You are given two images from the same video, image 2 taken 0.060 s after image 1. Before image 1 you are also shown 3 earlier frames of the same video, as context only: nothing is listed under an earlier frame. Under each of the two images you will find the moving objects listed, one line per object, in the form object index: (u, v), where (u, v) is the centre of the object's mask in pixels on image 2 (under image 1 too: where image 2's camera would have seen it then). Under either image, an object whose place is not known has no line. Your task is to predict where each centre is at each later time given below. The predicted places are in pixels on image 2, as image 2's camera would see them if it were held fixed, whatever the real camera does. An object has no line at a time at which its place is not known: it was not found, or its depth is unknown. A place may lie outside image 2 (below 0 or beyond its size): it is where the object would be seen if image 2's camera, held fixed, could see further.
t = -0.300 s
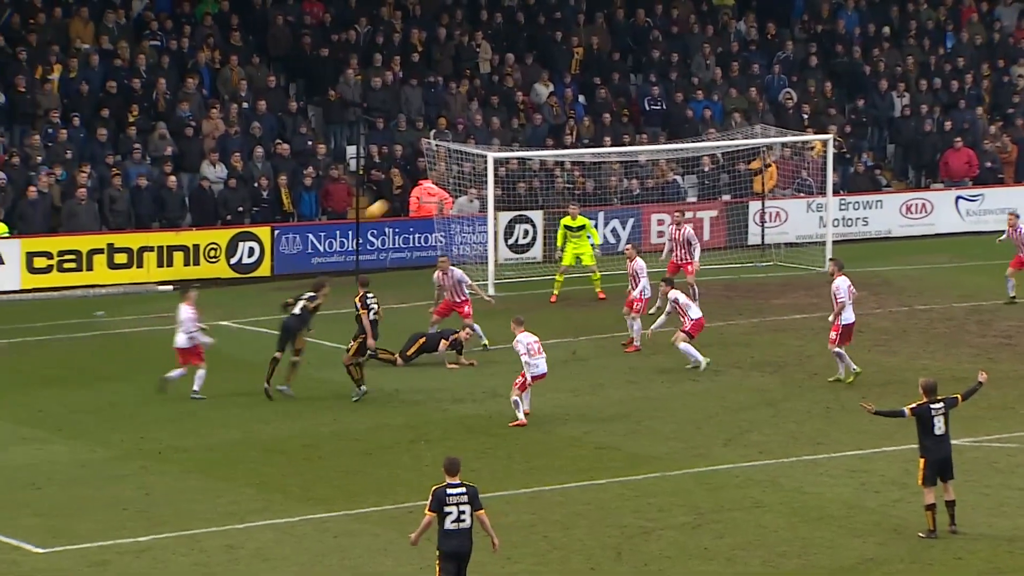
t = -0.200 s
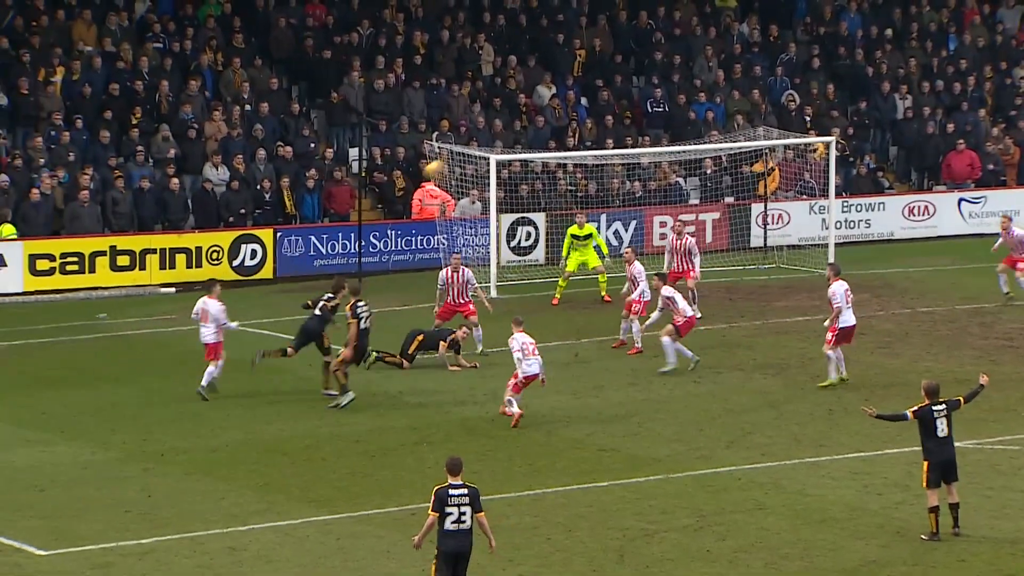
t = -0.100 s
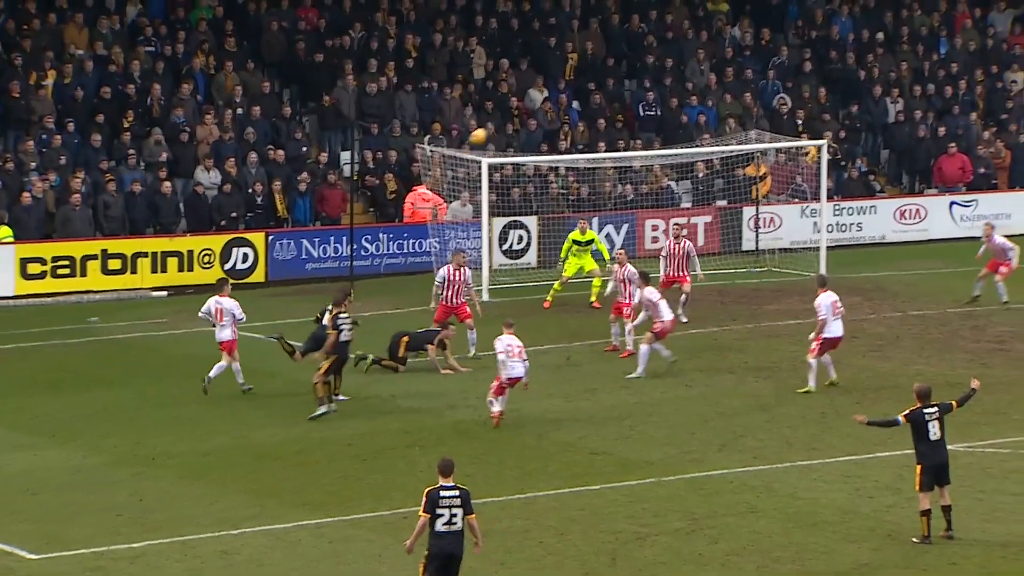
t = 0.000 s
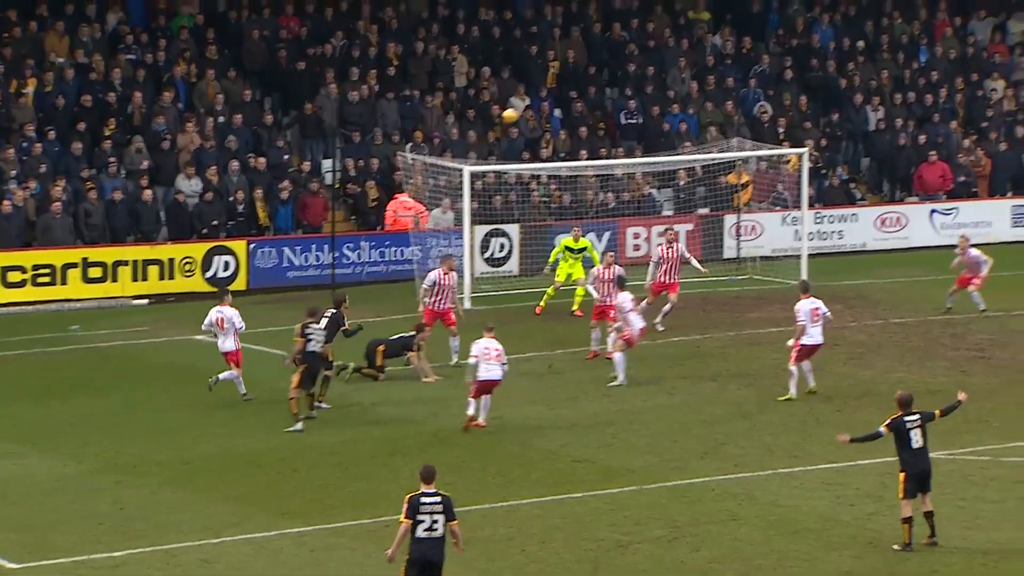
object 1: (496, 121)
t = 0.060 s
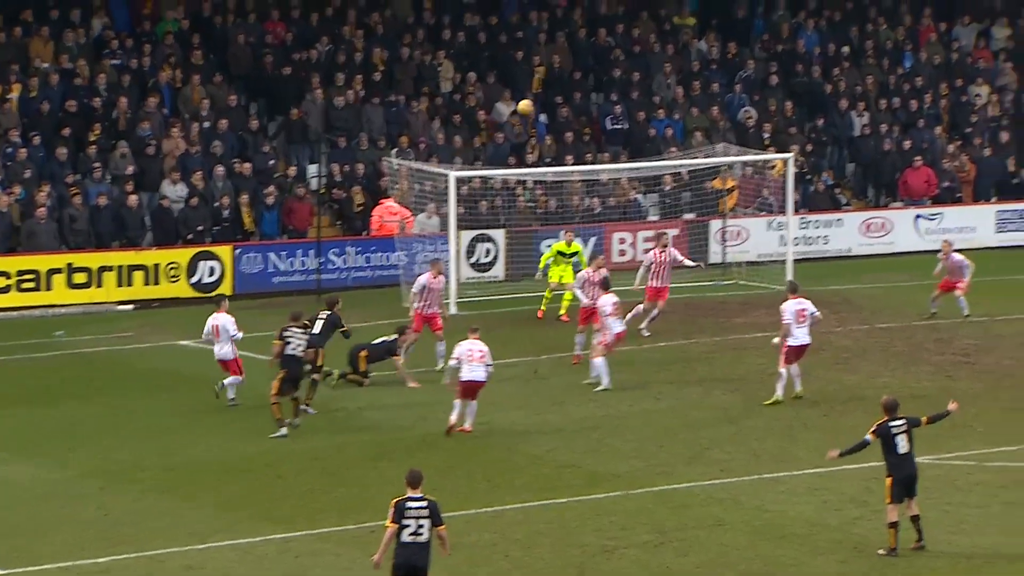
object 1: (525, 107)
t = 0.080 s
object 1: (534, 103)
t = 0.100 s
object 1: (543, 99)
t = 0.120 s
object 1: (553, 96)
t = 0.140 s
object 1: (562, 92)
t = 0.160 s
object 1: (570, 89)
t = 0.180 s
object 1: (579, 86)
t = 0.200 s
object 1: (588, 83)
